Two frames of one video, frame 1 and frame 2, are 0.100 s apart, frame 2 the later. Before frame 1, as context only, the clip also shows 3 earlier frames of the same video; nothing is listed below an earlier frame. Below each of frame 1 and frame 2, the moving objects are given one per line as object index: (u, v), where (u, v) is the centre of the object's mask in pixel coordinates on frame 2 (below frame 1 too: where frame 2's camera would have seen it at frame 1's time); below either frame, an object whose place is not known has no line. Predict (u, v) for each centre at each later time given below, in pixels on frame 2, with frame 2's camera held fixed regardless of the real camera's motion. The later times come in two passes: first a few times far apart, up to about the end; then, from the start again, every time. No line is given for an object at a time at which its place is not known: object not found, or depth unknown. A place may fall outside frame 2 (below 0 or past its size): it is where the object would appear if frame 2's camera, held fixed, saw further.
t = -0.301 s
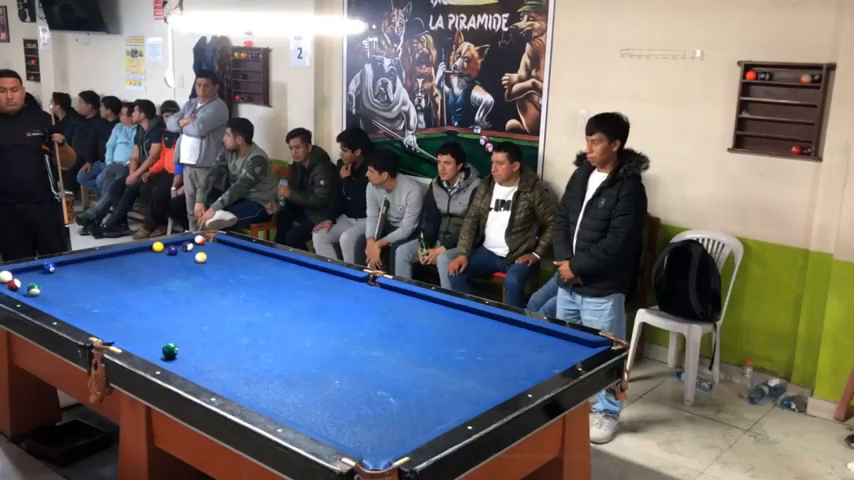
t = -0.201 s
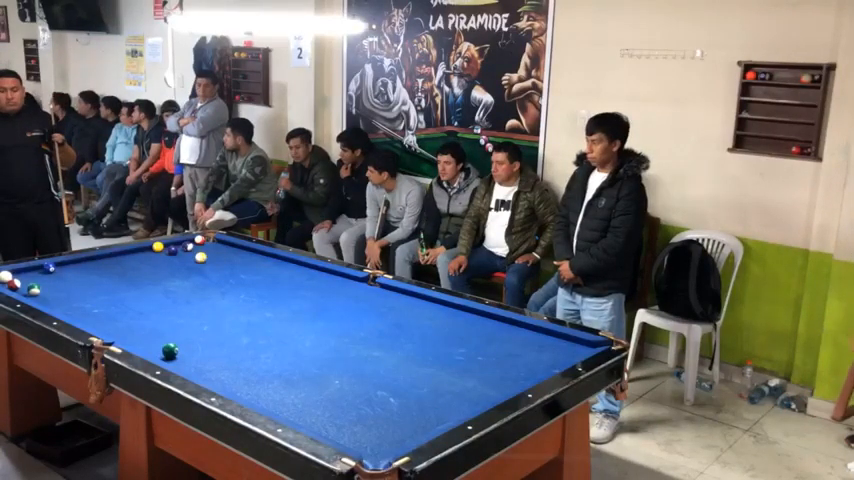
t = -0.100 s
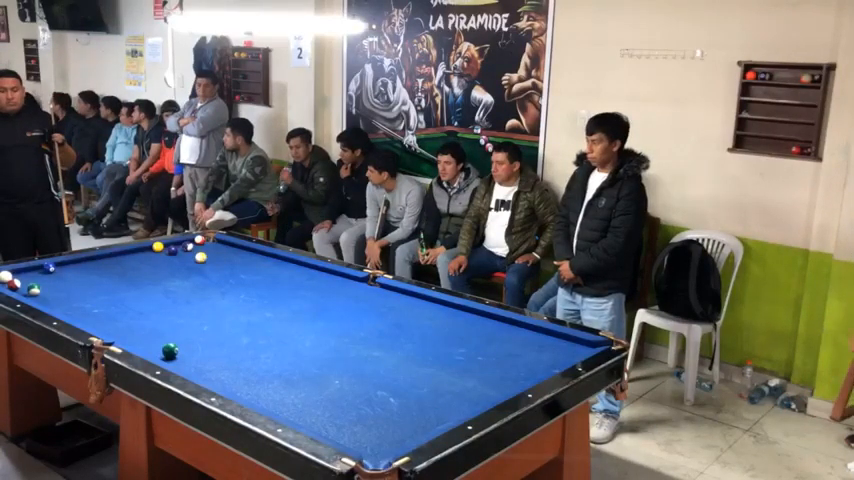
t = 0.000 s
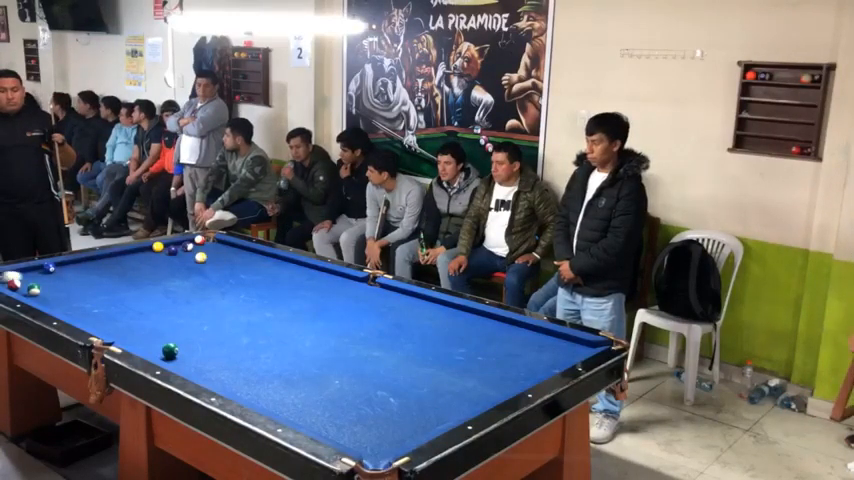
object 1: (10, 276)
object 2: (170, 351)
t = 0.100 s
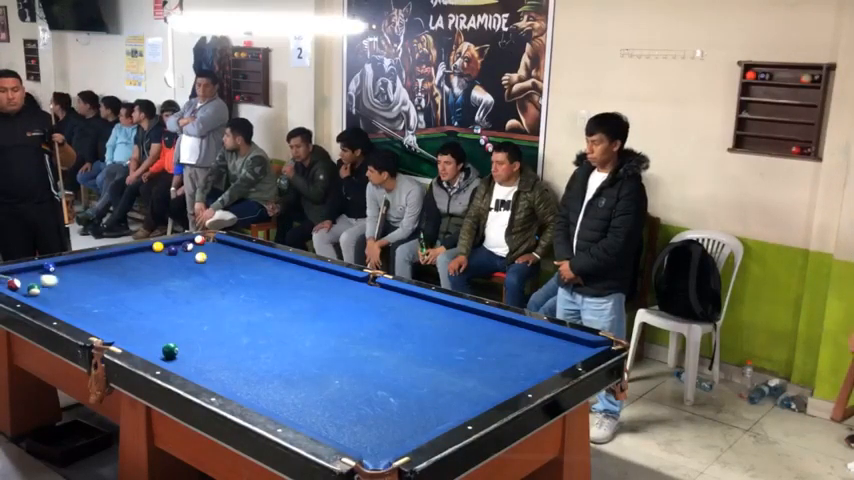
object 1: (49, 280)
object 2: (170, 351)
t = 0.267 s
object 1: (99, 285)
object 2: (170, 351)
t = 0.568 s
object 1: (186, 294)
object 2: (170, 351)
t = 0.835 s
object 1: (266, 302)
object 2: (170, 351)
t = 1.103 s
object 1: (348, 310)
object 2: (170, 351)
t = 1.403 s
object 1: (441, 319)
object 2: (170, 351)
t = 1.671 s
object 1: (526, 329)
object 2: (170, 351)
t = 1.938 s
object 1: (579, 348)
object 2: (170, 351)
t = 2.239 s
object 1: (521, 350)
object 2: (170, 351)
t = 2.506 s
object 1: (466, 350)
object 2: (170, 351)
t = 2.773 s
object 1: (411, 350)
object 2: (170, 351)
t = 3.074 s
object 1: (350, 351)
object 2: (170, 351)
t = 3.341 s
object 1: (297, 352)
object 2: (170, 351)
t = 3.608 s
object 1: (244, 353)
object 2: (170, 351)
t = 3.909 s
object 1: (185, 353)
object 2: (169, 351)
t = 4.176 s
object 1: (166, 354)
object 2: (152, 346)
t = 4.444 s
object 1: (177, 352)
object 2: (136, 341)
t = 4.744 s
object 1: (188, 347)
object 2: (120, 338)
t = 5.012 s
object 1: (196, 344)
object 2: (116, 334)
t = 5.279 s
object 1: (203, 341)
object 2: (112, 330)
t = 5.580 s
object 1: (209, 338)
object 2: (108, 328)
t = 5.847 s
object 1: (213, 336)
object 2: (105, 325)
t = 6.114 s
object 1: (217, 334)
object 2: (103, 323)
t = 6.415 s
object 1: (219, 333)
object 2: (102, 320)
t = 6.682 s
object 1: (219, 333)
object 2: (100, 319)
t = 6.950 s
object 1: (219, 333)
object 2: (99, 318)
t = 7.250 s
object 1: (219, 333)
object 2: (97, 318)
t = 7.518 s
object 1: (219, 333)
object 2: (96, 318)
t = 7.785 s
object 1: (219, 333)
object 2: (96, 318)
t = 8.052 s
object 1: (219, 333)
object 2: (96, 318)
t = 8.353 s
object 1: (219, 332)
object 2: (96, 318)
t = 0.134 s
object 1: (59, 281)
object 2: (170, 351)
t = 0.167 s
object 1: (70, 282)
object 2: (170, 351)
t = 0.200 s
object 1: (80, 283)
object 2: (170, 351)
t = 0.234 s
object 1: (89, 284)
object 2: (170, 351)
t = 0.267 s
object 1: (99, 285)
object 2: (170, 351)
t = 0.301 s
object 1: (108, 286)
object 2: (170, 351)
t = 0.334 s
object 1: (118, 287)
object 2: (170, 351)
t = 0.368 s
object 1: (127, 288)
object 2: (170, 351)
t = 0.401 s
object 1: (137, 289)
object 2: (170, 351)
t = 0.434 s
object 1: (147, 290)
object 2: (170, 351)
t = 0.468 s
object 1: (156, 291)
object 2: (170, 351)
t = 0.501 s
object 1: (167, 292)
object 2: (170, 351)
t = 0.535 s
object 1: (176, 293)
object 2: (170, 351)
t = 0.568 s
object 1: (186, 294)
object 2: (170, 351)
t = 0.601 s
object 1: (196, 295)
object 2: (170, 351)
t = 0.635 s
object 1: (206, 296)
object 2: (170, 351)
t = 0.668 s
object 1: (216, 297)
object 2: (170, 351)
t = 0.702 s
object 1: (226, 298)
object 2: (170, 351)
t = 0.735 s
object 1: (236, 299)
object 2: (170, 351)
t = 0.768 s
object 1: (246, 300)
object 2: (170, 351)
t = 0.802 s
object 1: (256, 301)
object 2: (170, 351)
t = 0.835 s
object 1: (266, 302)
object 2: (170, 351)
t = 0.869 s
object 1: (276, 303)
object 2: (170, 351)
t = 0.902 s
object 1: (286, 304)
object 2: (170, 351)
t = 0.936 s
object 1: (297, 305)
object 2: (170, 351)
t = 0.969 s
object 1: (307, 306)
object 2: (170, 351)
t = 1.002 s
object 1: (317, 307)
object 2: (170, 351)
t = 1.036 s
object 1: (327, 308)
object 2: (170, 351)
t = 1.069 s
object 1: (337, 309)
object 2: (170, 351)
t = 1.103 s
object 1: (348, 310)
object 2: (170, 351)
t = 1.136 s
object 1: (358, 311)
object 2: (170, 351)
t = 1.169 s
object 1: (368, 312)
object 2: (170, 351)
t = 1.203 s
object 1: (378, 313)
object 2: (170, 351)
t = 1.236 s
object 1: (389, 314)
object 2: (170, 351)
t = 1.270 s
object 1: (399, 315)
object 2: (170, 351)
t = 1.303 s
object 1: (409, 316)
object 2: (170, 351)
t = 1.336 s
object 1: (420, 317)
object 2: (170, 351)
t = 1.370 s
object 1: (431, 318)
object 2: (170, 351)
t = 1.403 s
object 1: (441, 319)
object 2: (170, 351)
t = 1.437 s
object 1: (451, 320)
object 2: (170, 351)
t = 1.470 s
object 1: (462, 322)
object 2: (170, 351)
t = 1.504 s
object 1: (472, 322)
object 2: (170, 351)
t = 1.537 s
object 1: (483, 324)
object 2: (170, 351)
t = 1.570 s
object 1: (493, 325)
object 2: (170, 351)
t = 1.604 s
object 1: (505, 326)
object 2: (170, 351)
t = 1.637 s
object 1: (515, 327)
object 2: (170, 351)
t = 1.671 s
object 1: (526, 329)
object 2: (170, 351)
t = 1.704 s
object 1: (536, 330)
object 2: (170, 351)
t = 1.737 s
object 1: (545, 333)
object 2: (170, 351)
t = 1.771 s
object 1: (551, 335)
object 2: (170, 351)
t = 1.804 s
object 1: (556, 338)
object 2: (170, 351)
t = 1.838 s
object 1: (561, 340)
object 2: (170, 351)
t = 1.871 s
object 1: (567, 343)
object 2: (170, 351)
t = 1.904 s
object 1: (573, 346)
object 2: (170, 351)
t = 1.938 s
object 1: (579, 348)
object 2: (170, 351)
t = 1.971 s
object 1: (578, 349)
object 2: (170, 351)
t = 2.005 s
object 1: (571, 350)
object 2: (170, 351)
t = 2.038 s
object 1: (563, 350)
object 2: (170, 351)
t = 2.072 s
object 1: (556, 350)
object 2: (170, 351)
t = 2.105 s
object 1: (549, 350)
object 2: (170, 351)
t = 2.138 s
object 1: (542, 350)
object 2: (170, 351)
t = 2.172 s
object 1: (535, 350)
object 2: (170, 351)
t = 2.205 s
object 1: (528, 350)
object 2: (170, 351)
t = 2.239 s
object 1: (521, 350)
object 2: (170, 351)
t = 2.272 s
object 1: (514, 350)
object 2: (170, 351)
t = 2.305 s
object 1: (507, 350)
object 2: (170, 351)
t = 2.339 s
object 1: (500, 350)
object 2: (170, 351)
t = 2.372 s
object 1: (493, 350)
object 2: (170, 351)
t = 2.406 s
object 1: (486, 350)
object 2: (170, 351)
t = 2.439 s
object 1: (479, 350)
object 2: (170, 351)
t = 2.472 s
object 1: (473, 350)
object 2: (170, 351)
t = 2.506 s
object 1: (466, 350)
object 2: (170, 351)
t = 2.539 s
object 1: (459, 350)
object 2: (170, 351)
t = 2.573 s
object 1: (452, 350)
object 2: (170, 351)
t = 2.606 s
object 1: (445, 350)
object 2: (170, 351)
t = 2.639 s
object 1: (438, 350)
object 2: (170, 351)
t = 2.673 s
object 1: (432, 351)
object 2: (170, 351)
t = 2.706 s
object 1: (425, 351)
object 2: (170, 351)
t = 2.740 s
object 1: (418, 350)
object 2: (170, 351)
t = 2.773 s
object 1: (411, 350)
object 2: (170, 351)
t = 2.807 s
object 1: (404, 351)
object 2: (170, 351)
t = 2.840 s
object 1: (398, 351)
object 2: (170, 351)
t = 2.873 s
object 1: (391, 351)
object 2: (170, 351)
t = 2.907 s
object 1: (384, 351)
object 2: (170, 351)
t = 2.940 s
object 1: (377, 351)
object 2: (170, 351)
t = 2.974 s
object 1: (371, 351)
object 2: (170, 351)
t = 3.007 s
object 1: (364, 351)
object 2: (170, 351)
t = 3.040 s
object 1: (357, 351)
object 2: (170, 351)
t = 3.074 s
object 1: (350, 351)
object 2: (170, 351)
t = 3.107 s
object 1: (344, 351)
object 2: (170, 351)
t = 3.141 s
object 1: (337, 351)
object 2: (170, 351)
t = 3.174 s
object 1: (330, 351)
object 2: (170, 351)
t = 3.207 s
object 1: (324, 351)
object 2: (170, 351)
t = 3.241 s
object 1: (317, 352)
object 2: (170, 351)
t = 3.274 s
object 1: (311, 352)
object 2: (170, 351)
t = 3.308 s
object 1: (304, 352)
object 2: (170, 351)
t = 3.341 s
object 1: (297, 352)
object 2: (170, 351)
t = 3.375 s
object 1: (290, 352)
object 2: (170, 351)
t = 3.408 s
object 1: (284, 352)
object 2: (170, 351)
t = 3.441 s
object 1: (277, 352)
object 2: (170, 351)
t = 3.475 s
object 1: (270, 353)
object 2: (170, 351)
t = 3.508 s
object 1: (264, 353)
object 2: (170, 351)
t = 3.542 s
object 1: (257, 353)
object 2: (170, 351)
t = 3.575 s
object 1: (251, 353)
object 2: (170, 351)
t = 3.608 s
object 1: (244, 353)
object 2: (170, 351)
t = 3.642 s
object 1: (237, 353)
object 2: (170, 351)
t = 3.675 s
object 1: (231, 353)
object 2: (170, 351)
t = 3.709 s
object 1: (224, 353)
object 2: (170, 351)
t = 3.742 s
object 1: (217, 353)
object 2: (170, 351)
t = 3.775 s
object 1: (211, 353)
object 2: (170, 351)
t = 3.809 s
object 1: (204, 353)
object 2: (170, 351)
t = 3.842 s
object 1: (198, 353)
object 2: (170, 351)
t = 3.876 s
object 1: (192, 353)
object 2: (170, 351)
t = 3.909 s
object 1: (185, 353)
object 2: (169, 351)
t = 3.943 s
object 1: (180, 354)
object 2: (167, 350)
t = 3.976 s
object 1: (177, 354)
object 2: (164, 350)
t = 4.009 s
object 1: (174, 355)
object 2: (162, 349)
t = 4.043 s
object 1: (171, 355)
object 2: (160, 348)
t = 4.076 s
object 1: (168, 355)
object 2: (158, 347)
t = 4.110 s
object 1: (164, 355)
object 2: (156, 346)
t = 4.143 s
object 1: (164, 355)
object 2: (154, 346)
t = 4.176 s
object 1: (166, 354)
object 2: (152, 346)
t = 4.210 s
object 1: (167, 354)
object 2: (150, 346)
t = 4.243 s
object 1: (169, 355)
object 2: (148, 345)
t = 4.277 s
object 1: (170, 355)
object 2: (146, 344)
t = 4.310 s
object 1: (172, 354)
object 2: (144, 344)
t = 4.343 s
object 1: (173, 354)
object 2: (142, 343)
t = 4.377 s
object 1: (174, 353)
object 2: (140, 342)
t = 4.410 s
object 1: (176, 352)
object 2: (138, 341)
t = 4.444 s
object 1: (177, 352)
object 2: (136, 341)
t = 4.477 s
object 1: (179, 352)
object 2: (133, 341)
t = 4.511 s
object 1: (180, 351)
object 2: (131, 340)
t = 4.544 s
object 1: (181, 350)
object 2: (129, 340)
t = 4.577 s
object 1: (182, 350)
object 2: (128, 339)
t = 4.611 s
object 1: (184, 349)
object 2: (126, 339)
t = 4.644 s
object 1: (185, 349)
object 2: (124, 338)
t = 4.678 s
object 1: (186, 349)
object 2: (122, 338)
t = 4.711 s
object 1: (187, 348)
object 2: (120, 338)
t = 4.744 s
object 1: (188, 347)
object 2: (120, 338)
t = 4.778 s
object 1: (189, 347)
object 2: (120, 338)
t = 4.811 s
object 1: (190, 346)
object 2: (119, 337)
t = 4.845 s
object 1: (191, 346)
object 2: (118, 337)
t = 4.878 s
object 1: (193, 346)
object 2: (118, 336)
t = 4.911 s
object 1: (193, 345)
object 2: (117, 336)
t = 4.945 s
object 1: (194, 345)
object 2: (116, 335)
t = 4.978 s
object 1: (195, 345)
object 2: (116, 334)
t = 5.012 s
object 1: (196, 344)
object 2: (116, 334)
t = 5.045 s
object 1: (197, 343)
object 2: (115, 333)
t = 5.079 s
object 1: (198, 343)
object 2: (115, 333)
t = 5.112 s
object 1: (199, 343)
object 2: (114, 332)
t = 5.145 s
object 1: (200, 342)
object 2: (114, 332)
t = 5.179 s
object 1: (201, 342)
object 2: (113, 331)
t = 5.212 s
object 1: (202, 341)
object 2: (113, 331)
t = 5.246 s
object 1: (202, 341)
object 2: (112, 331)
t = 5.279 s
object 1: (203, 341)
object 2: (112, 330)
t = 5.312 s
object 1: (204, 340)
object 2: (111, 330)
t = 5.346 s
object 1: (205, 340)
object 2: (111, 330)
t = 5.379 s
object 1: (206, 340)
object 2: (111, 330)
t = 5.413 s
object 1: (206, 339)
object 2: (110, 329)
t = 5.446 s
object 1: (207, 339)
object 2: (110, 329)
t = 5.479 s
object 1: (208, 339)
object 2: (109, 328)
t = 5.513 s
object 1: (208, 338)
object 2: (109, 328)
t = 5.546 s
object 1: (209, 338)
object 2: (108, 328)
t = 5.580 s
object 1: (209, 338)
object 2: (108, 328)
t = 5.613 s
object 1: (210, 337)
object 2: (107, 327)
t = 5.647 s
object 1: (210, 337)
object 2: (107, 327)
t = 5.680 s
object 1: (211, 337)
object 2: (107, 326)
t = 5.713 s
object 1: (212, 337)
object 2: (106, 326)
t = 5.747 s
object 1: (212, 336)
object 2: (106, 326)
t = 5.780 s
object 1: (213, 336)
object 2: (106, 326)
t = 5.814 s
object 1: (213, 336)
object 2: (105, 325)
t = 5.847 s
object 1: (213, 336)
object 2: (105, 325)
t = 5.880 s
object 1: (214, 335)
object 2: (105, 325)
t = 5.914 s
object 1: (215, 335)
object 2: (104, 324)
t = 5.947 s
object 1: (215, 335)
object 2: (104, 324)
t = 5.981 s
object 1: (215, 335)
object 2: (104, 324)
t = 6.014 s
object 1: (215, 335)
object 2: (104, 323)
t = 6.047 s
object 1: (216, 335)
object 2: (103, 323)
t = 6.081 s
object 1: (216, 334)
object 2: (103, 323)
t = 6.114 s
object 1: (217, 334)
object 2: (103, 323)
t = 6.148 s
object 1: (217, 334)
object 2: (103, 322)
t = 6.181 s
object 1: (217, 334)
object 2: (103, 322)
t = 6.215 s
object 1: (217, 333)
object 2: (102, 322)
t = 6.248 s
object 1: (218, 333)
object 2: (102, 321)
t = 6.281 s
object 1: (218, 333)
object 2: (102, 321)
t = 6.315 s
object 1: (218, 333)
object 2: (102, 321)
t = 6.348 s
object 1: (218, 333)
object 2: (102, 320)
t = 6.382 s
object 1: (218, 333)
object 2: (102, 320)
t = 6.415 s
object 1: (219, 333)
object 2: (102, 320)
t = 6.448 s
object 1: (219, 333)
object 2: (101, 320)
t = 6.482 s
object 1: (219, 333)
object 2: (101, 320)
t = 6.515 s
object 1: (219, 333)
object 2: (101, 320)
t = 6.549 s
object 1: (219, 333)
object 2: (101, 320)
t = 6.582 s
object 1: (219, 333)
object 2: (100, 320)
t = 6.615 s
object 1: (219, 333)
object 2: (100, 319)
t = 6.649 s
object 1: (219, 333)
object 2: (100, 319)
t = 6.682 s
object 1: (219, 333)
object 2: (100, 319)
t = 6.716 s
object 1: (219, 333)
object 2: (100, 319)
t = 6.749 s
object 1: (219, 333)
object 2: (100, 319)
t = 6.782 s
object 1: (219, 333)
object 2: (100, 319)
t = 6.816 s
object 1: (219, 333)
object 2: (100, 319)
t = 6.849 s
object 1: (219, 333)
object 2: (99, 318)
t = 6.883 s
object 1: (219, 333)
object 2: (99, 318)
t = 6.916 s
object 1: (219, 333)
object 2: (99, 318)
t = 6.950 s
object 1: (219, 333)
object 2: (99, 318)
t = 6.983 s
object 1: (219, 333)
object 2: (98, 318)
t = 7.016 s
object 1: (219, 333)
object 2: (98, 318)
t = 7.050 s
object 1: (219, 333)
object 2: (98, 318)
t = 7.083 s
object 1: (219, 333)
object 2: (98, 318)
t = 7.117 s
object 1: (219, 333)
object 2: (98, 318)
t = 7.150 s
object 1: (219, 333)
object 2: (98, 318)
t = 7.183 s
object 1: (219, 333)
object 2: (98, 318)
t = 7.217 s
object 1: (219, 333)
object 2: (97, 318)
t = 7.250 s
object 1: (219, 333)
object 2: (97, 318)
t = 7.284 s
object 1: (219, 333)
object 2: (97, 318)
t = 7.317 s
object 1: (219, 333)
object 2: (97, 318)
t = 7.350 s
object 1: (219, 333)
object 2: (97, 318)
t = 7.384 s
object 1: (219, 333)
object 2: (96, 318)
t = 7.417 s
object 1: (219, 333)
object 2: (96, 318)
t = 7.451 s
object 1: (219, 333)
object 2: (96, 318)
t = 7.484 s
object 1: (219, 333)
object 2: (96, 318)
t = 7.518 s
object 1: (219, 333)
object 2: (96, 318)
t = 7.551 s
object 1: (219, 333)
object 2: (96, 318)
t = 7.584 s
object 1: (219, 333)
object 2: (96, 318)
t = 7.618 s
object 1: (219, 333)
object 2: (96, 318)
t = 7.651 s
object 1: (219, 333)
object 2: (96, 318)
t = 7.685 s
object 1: (219, 333)
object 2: (96, 318)
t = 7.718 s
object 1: (219, 333)
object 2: (96, 318)
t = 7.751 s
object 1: (219, 333)
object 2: (96, 318)
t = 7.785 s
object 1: (219, 333)
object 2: (96, 318)
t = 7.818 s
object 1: (219, 333)
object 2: (96, 318)
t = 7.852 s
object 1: (219, 333)
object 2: (96, 318)
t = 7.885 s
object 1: (219, 333)
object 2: (96, 318)
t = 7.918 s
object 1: (219, 333)
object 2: (96, 318)
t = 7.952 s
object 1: (219, 333)
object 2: (96, 318)
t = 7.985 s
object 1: (219, 333)
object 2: (96, 318)
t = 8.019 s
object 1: (219, 333)
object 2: (96, 318)
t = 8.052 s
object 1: (219, 333)
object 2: (96, 318)
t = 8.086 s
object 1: (219, 333)
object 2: (96, 318)
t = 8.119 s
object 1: (219, 333)
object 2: (96, 318)
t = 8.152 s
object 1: (219, 333)
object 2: (96, 318)
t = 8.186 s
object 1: (219, 333)
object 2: (96, 318)
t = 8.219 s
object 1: (219, 333)
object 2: (96, 318)
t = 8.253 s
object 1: (219, 333)
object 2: (96, 318)
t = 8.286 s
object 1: (219, 333)
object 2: (96, 318)
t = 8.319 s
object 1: (219, 333)
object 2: (96, 318)
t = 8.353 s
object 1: (219, 332)
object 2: (96, 318)
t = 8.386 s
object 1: (219, 333)
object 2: (96, 318)
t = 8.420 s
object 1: (219, 333)
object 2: (99, 318)
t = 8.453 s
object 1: (219, 333)
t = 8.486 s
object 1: (219, 333)
